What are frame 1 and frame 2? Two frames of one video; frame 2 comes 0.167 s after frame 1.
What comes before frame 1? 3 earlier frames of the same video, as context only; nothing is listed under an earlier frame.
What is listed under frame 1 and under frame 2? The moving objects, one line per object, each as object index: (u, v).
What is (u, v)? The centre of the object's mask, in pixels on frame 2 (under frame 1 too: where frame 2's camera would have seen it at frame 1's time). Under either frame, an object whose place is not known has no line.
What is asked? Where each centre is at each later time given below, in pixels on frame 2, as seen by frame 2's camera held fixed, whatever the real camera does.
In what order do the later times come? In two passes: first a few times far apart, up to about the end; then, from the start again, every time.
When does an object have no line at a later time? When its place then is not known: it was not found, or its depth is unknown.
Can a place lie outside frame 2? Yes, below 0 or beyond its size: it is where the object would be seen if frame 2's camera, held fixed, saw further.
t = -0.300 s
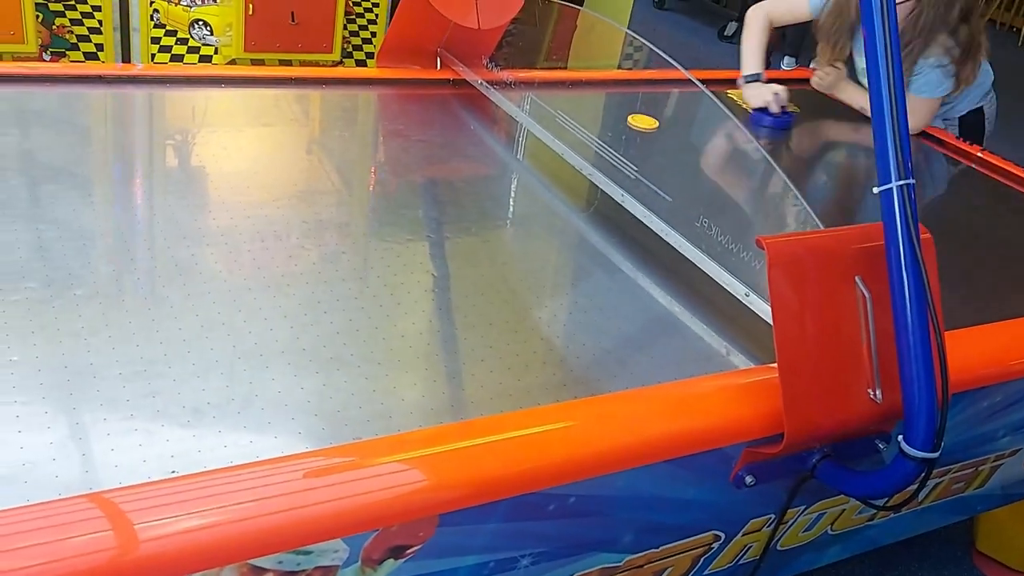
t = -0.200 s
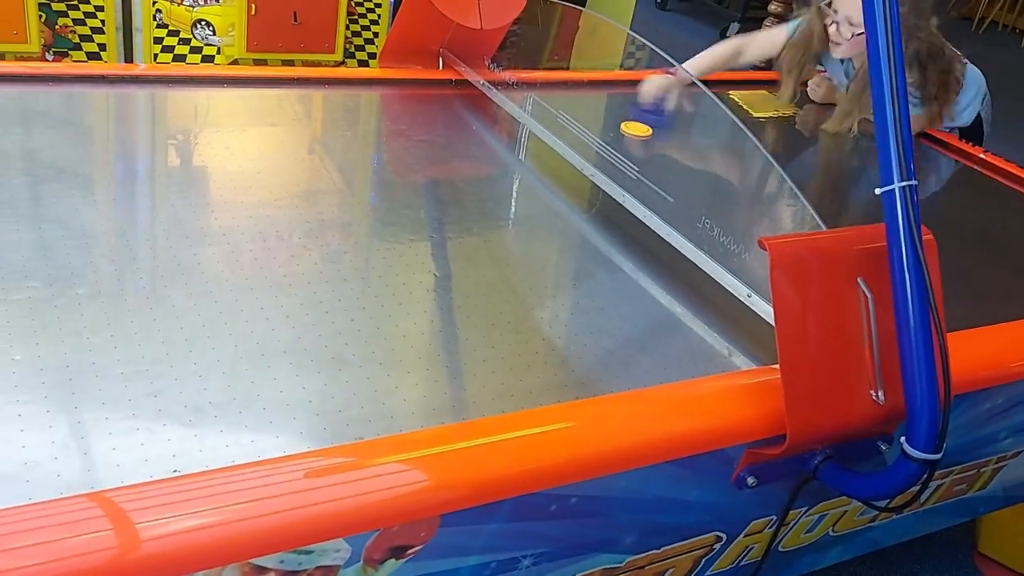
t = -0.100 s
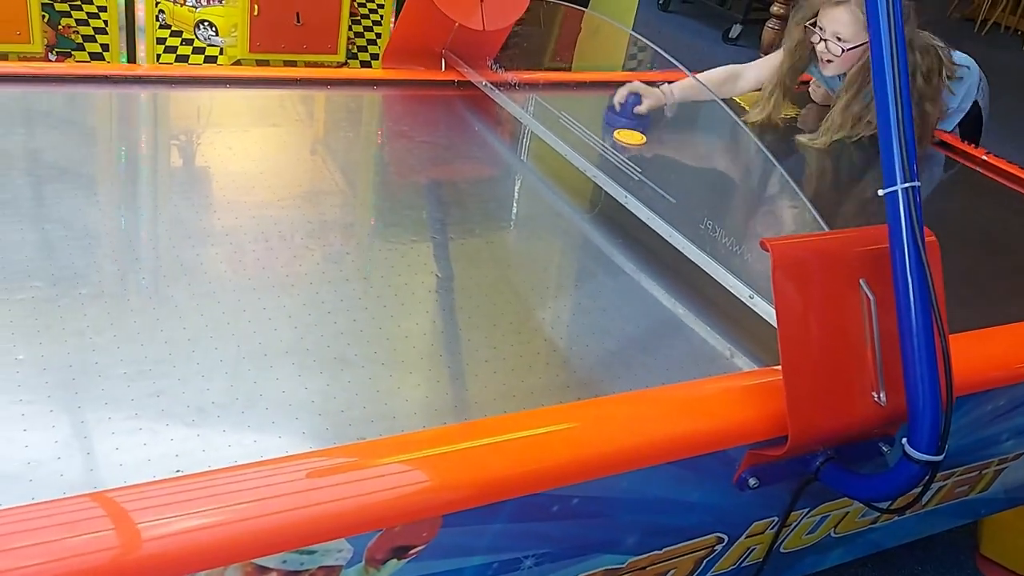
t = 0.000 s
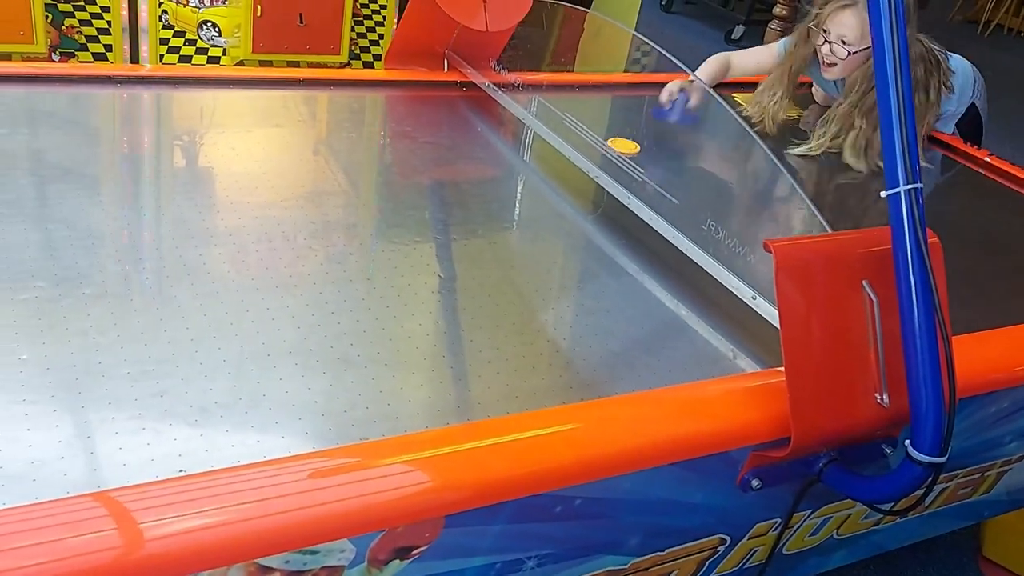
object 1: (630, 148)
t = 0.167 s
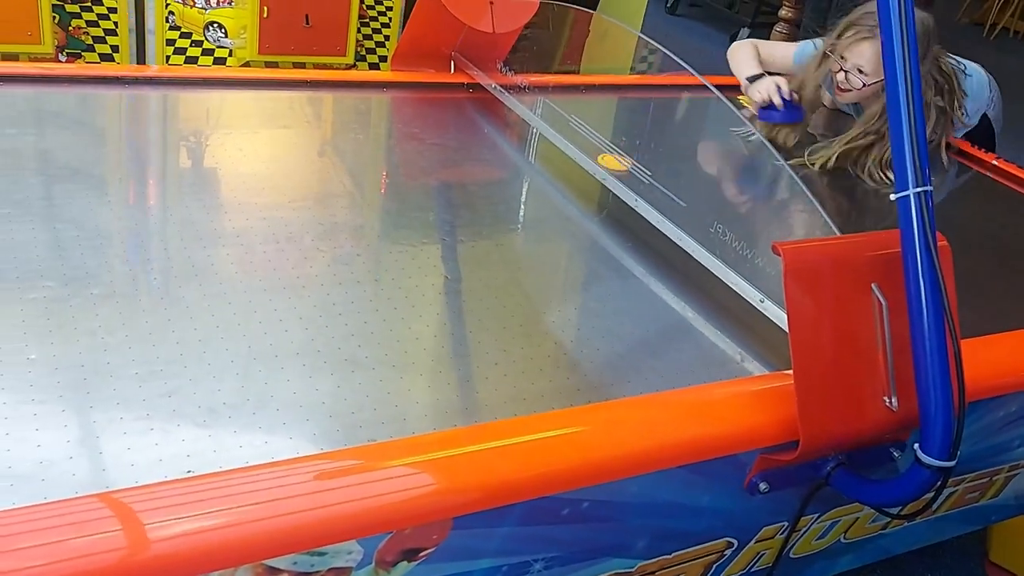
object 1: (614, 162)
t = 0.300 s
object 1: (594, 178)
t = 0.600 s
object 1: (573, 207)
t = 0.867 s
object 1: (542, 242)
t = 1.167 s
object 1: (501, 285)
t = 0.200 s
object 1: (612, 166)
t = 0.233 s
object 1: (612, 168)
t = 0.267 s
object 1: (612, 170)
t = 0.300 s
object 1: (594, 178)
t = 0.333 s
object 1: (593, 180)
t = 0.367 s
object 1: (593, 183)
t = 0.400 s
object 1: (592, 186)
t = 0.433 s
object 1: (591, 189)
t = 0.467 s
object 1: (587, 193)
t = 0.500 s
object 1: (584, 196)
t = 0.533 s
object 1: (580, 200)
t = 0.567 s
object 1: (577, 204)
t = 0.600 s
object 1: (573, 207)
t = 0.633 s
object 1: (570, 212)
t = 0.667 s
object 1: (566, 216)
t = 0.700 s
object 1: (562, 220)
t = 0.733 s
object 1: (558, 224)
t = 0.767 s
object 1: (554, 228)
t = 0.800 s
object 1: (550, 233)
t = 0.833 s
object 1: (546, 237)
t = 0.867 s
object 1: (542, 242)
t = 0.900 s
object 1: (538, 246)
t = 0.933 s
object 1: (534, 250)
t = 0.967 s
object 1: (530, 254)
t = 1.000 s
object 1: (526, 259)
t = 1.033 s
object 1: (521, 264)
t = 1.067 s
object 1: (516, 269)
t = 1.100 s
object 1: (511, 275)
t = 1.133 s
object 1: (506, 280)
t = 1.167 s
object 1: (501, 285)
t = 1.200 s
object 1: (496, 291)
